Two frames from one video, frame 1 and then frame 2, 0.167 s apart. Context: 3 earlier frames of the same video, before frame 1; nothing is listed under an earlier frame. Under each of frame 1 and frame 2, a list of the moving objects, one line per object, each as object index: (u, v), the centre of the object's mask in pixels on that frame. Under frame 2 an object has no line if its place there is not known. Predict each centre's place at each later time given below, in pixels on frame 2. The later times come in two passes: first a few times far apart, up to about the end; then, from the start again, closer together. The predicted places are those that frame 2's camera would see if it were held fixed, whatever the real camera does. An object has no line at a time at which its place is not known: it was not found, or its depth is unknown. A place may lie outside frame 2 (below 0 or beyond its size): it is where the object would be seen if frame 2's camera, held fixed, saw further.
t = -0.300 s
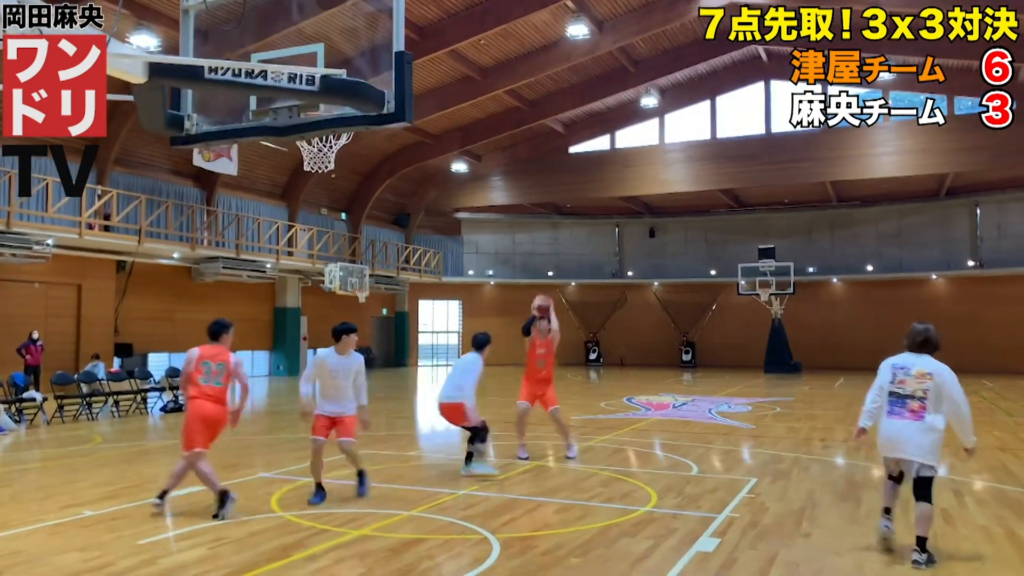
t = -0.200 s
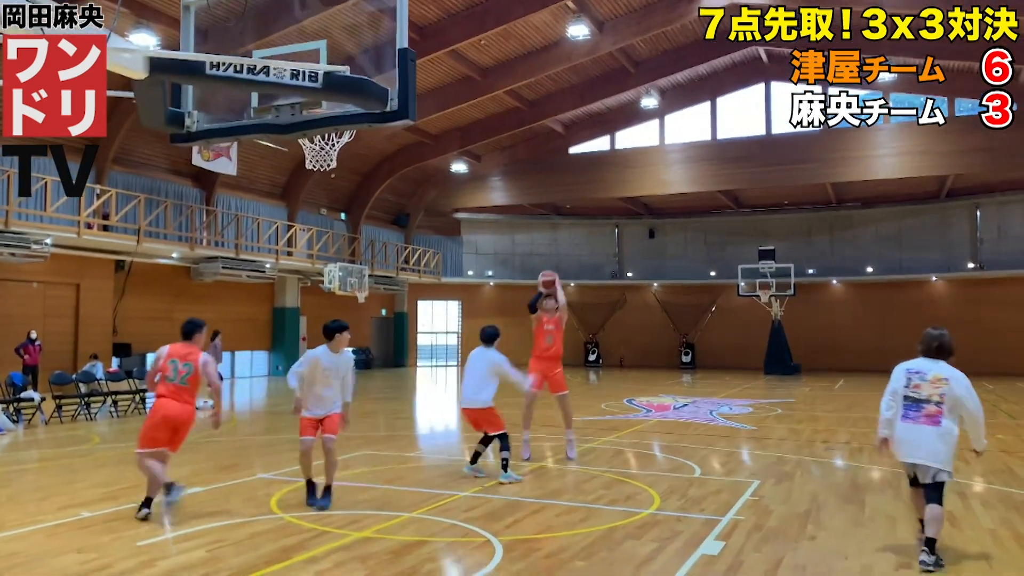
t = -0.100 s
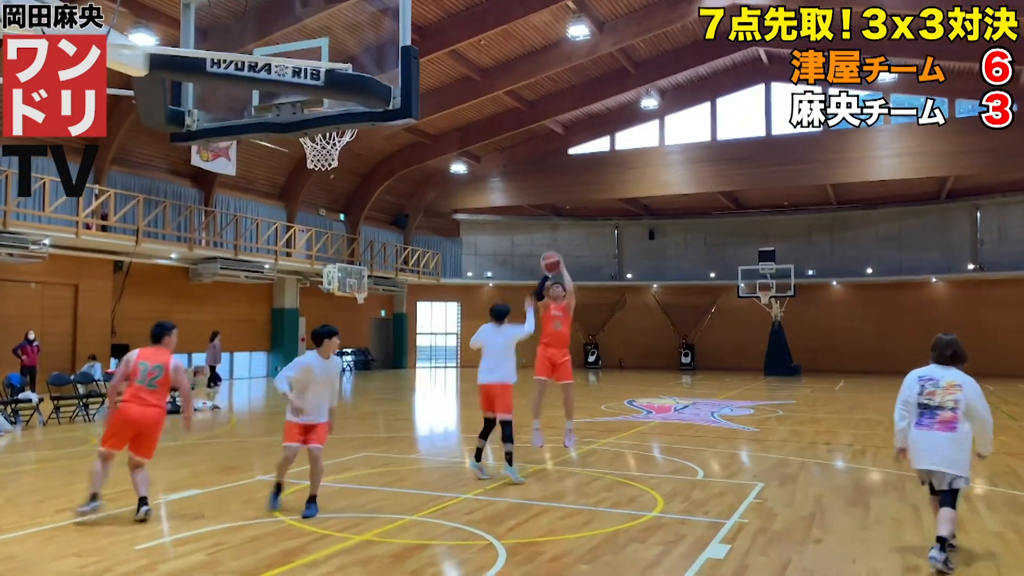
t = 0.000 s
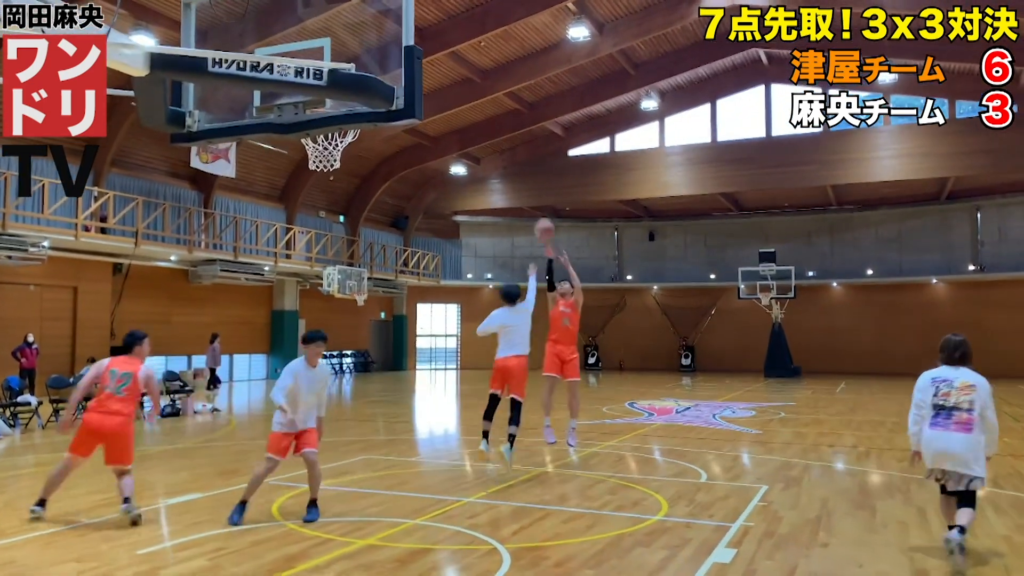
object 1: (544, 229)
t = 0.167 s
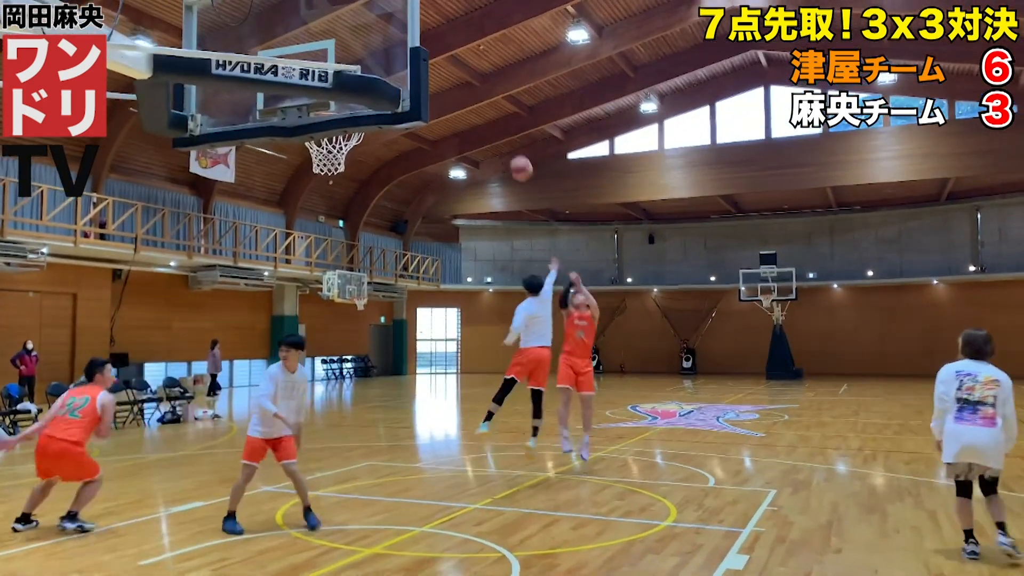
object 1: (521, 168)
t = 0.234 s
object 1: (510, 146)
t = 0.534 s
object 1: (451, 82)
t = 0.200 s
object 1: (515, 156)
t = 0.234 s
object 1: (510, 146)
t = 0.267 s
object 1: (504, 136)
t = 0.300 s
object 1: (498, 126)
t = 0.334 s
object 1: (492, 118)
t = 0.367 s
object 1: (484, 109)
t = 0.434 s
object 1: (469, 95)
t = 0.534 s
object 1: (451, 82)
